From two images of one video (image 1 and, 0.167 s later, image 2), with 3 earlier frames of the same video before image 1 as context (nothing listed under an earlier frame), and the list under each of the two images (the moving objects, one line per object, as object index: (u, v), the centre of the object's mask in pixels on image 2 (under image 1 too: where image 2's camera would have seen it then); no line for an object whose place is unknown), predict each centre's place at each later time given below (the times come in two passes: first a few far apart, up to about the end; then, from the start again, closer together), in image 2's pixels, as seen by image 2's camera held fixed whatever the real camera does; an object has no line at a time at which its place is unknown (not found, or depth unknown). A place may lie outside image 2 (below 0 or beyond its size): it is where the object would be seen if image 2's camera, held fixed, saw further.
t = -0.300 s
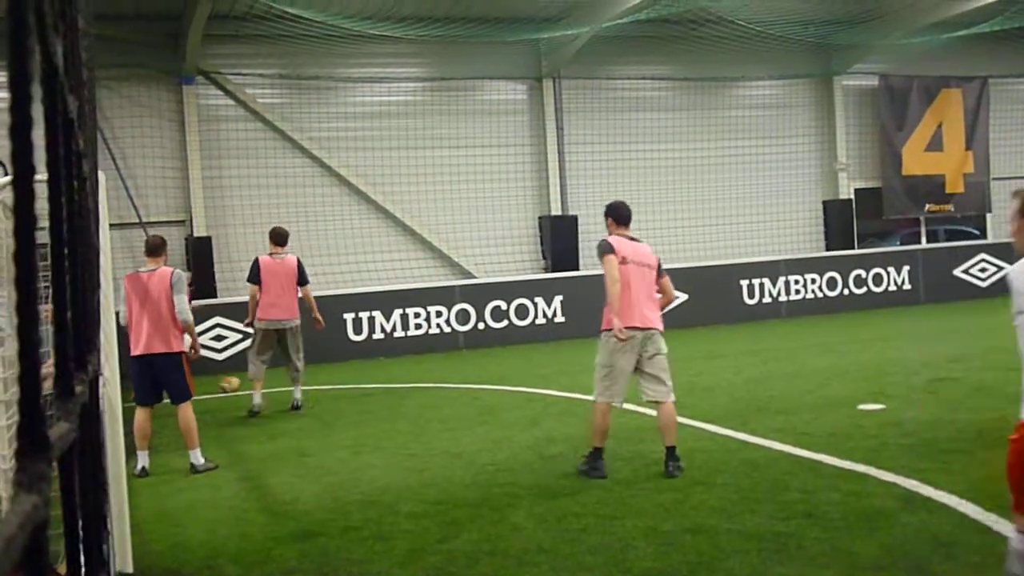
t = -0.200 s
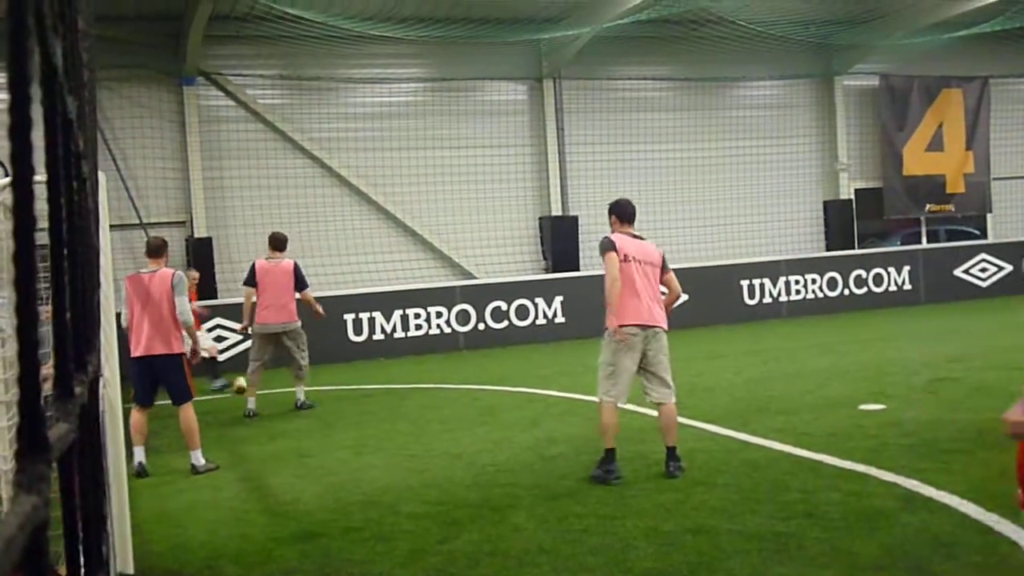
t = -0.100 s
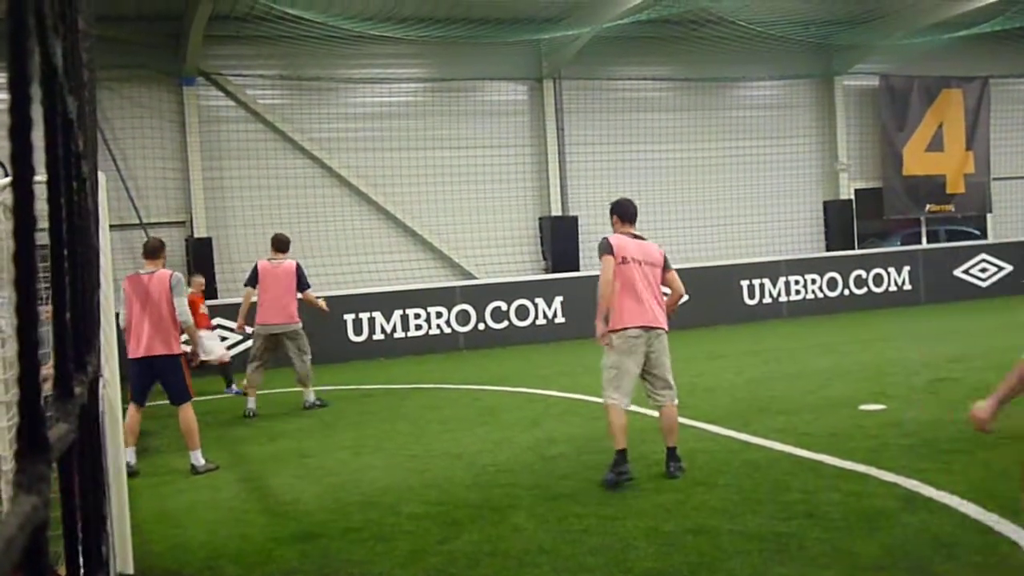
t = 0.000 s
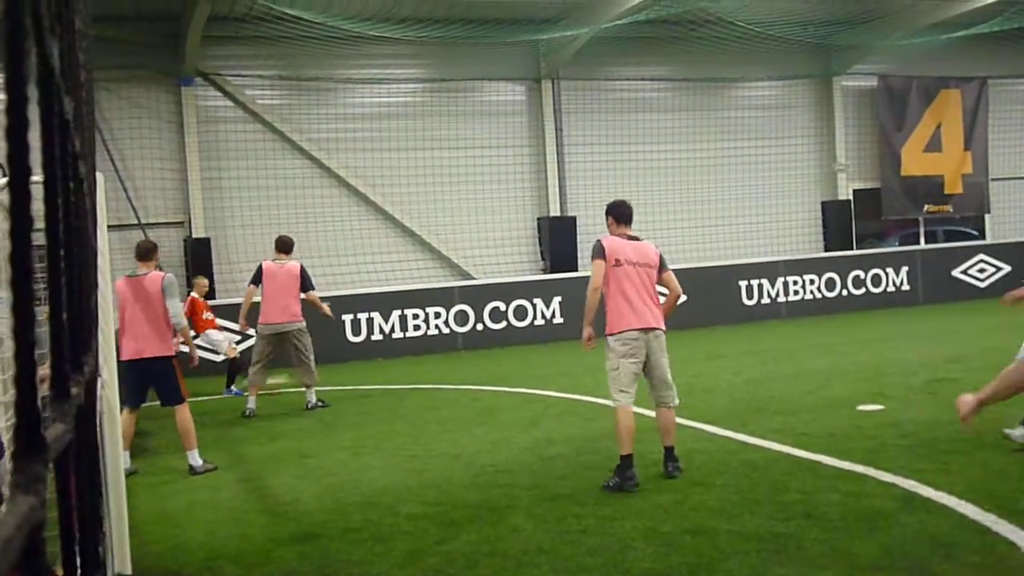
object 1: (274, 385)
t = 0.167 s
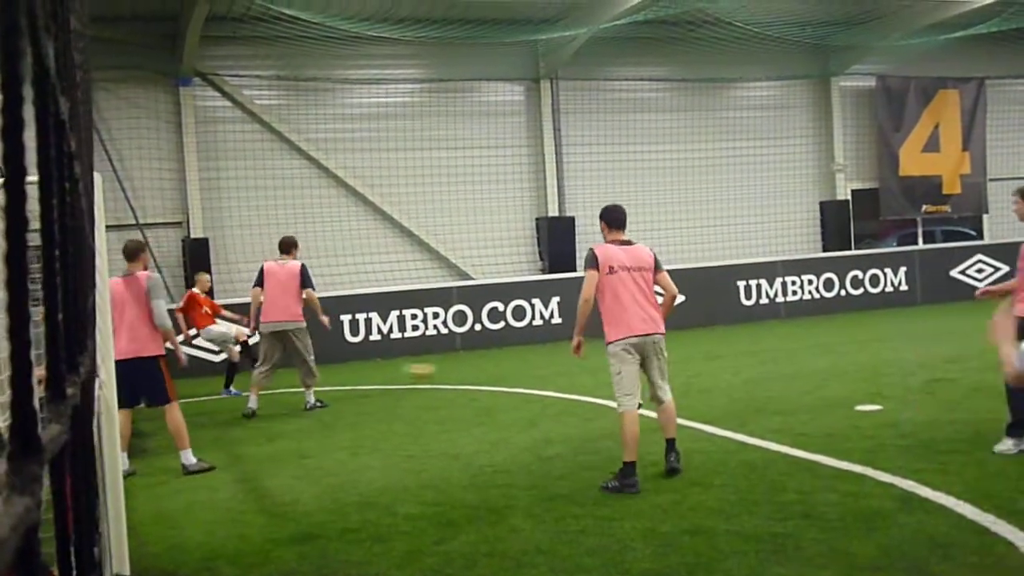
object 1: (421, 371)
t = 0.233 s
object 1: (480, 372)
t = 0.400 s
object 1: (598, 356)
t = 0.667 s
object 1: (760, 343)
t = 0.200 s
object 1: (453, 370)
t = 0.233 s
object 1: (480, 372)
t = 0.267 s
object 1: (504, 367)
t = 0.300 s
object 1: (529, 363)
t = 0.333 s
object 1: (548, 358)
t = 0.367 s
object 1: (572, 356)
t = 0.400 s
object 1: (598, 356)
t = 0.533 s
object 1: (692, 347)
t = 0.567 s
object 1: (703, 346)
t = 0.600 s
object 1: (728, 345)
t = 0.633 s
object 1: (740, 344)
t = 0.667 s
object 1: (760, 343)
